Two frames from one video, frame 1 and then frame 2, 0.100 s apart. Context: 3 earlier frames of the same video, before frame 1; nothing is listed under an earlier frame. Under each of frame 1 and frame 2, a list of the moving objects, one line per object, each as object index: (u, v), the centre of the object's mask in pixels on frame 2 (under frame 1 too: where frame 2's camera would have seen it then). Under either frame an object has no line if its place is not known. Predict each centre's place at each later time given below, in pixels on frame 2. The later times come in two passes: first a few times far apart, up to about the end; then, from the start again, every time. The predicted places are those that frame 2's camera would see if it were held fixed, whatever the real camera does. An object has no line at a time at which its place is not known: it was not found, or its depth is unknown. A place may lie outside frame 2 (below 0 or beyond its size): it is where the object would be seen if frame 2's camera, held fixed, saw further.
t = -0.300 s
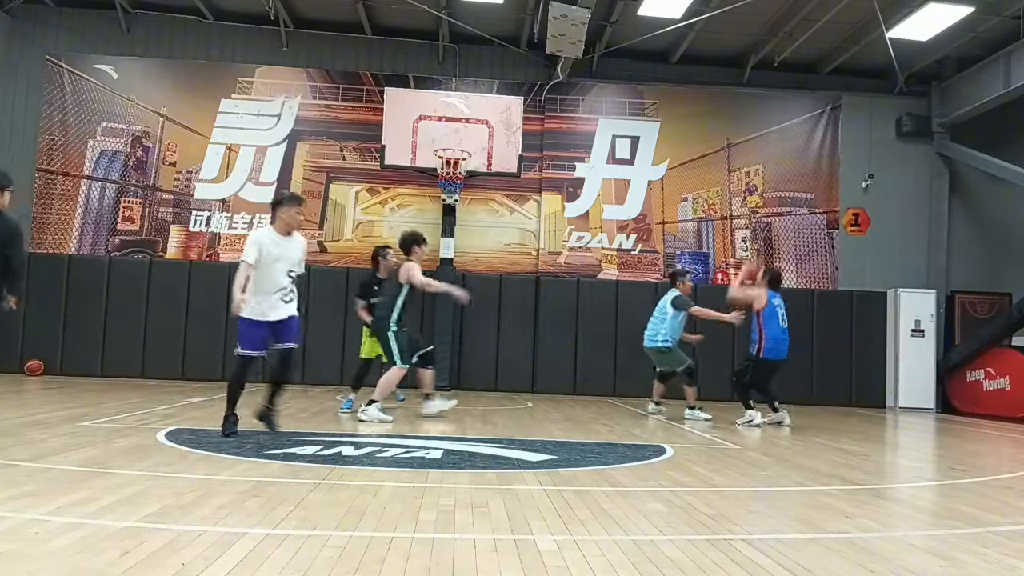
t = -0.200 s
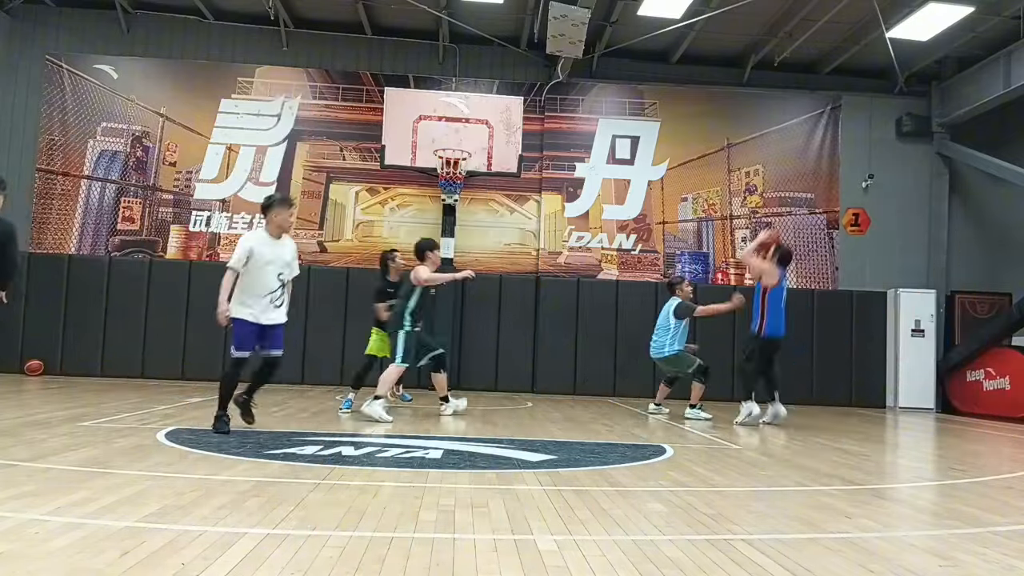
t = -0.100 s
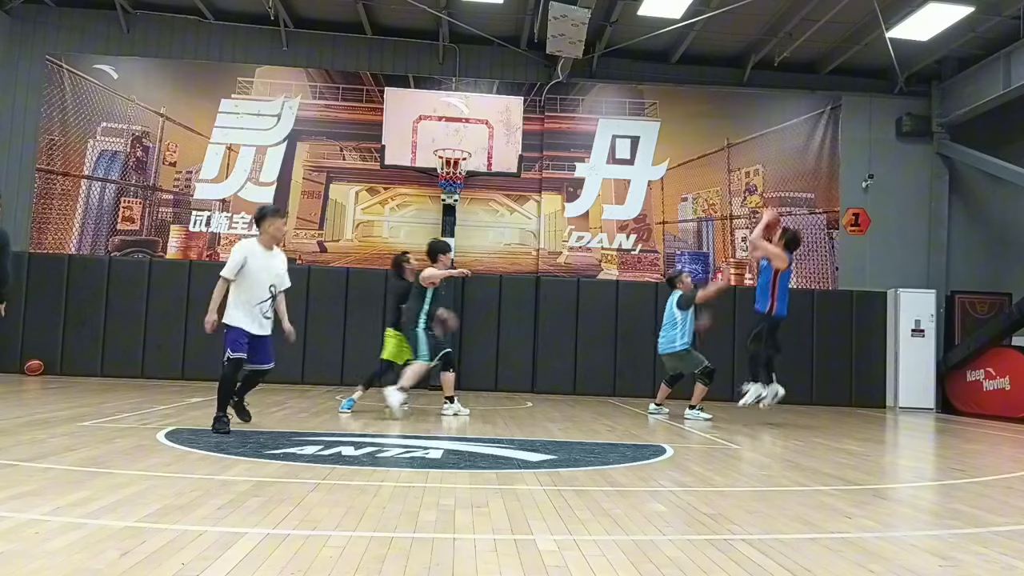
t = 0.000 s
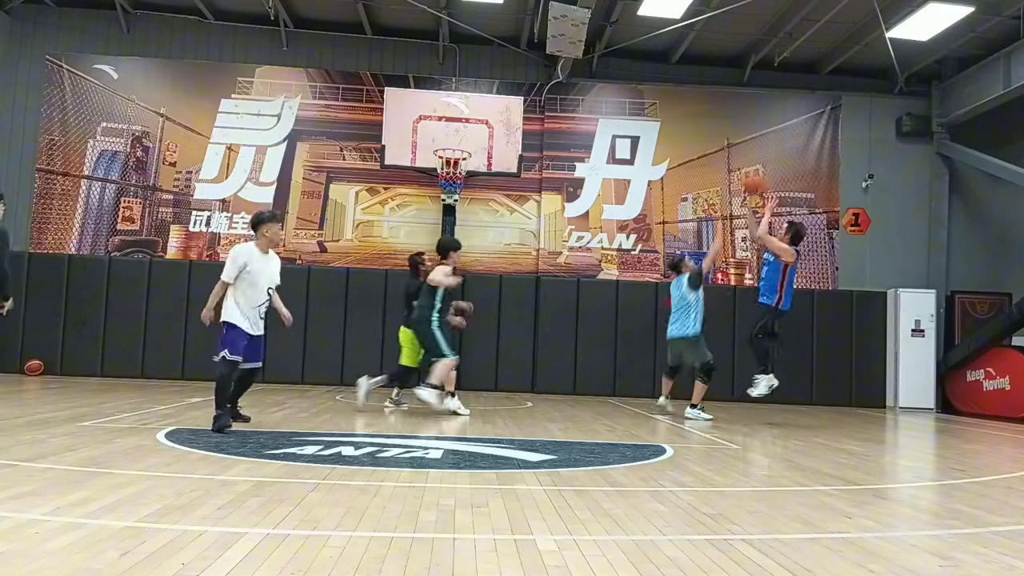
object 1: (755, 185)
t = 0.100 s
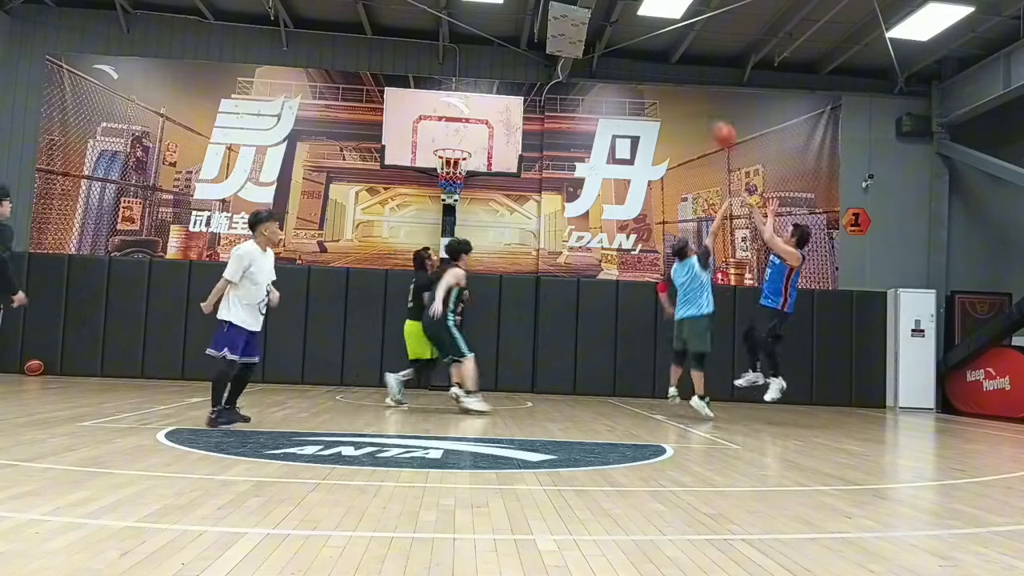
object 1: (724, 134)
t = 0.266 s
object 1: (676, 76)
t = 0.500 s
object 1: (611, 37)
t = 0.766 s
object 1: (539, 44)
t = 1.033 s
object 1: (472, 104)
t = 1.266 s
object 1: (458, 152)
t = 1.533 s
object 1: (481, 142)
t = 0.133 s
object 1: (714, 120)
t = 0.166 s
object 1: (704, 107)
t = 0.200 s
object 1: (695, 96)
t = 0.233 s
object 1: (685, 86)
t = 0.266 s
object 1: (676, 76)
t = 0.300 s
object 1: (666, 68)
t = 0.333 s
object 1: (657, 61)
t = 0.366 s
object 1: (647, 54)
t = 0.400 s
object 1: (639, 49)
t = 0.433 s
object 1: (629, 44)
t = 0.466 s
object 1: (620, 39)
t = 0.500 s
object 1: (611, 37)
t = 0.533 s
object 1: (602, 35)
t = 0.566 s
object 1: (594, 33)
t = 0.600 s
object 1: (586, 33)
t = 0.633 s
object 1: (576, 33)
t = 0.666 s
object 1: (567, 35)
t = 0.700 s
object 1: (558, 37)
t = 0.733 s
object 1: (548, 40)
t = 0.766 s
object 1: (539, 44)
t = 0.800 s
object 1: (532, 49)
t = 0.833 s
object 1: (524, 54)
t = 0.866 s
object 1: (515, 61)
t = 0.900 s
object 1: (506, 67)
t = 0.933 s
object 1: (498, 75)
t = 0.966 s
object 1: (490, 83)
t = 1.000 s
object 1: (481, 93)
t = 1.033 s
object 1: (472, 104)
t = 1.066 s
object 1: (464, 116)
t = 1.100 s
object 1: (455, 129)
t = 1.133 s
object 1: (446, 140)
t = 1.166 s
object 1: (445, 146)
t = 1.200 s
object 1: (446, 151)
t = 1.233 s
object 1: (453, 153)
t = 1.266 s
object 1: (458, 152)
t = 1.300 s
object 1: (462, 146)
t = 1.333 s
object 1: (465, 144)
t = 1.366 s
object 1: (467, 142)
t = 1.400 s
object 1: (470, 140)
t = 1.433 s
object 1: (473, 140)
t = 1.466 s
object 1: (475, 140)
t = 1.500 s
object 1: (478, 141)
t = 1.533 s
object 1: (481, 142)
